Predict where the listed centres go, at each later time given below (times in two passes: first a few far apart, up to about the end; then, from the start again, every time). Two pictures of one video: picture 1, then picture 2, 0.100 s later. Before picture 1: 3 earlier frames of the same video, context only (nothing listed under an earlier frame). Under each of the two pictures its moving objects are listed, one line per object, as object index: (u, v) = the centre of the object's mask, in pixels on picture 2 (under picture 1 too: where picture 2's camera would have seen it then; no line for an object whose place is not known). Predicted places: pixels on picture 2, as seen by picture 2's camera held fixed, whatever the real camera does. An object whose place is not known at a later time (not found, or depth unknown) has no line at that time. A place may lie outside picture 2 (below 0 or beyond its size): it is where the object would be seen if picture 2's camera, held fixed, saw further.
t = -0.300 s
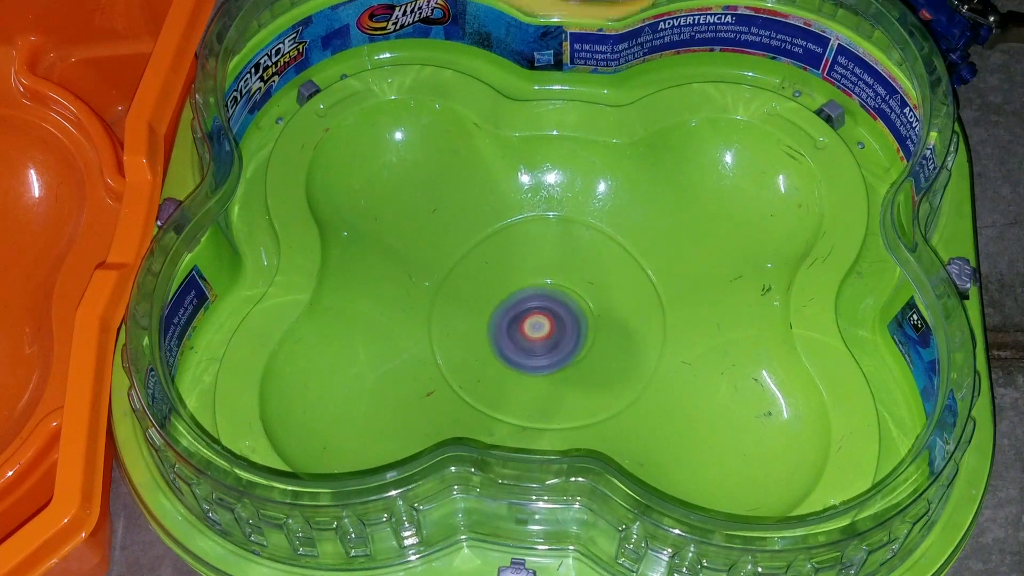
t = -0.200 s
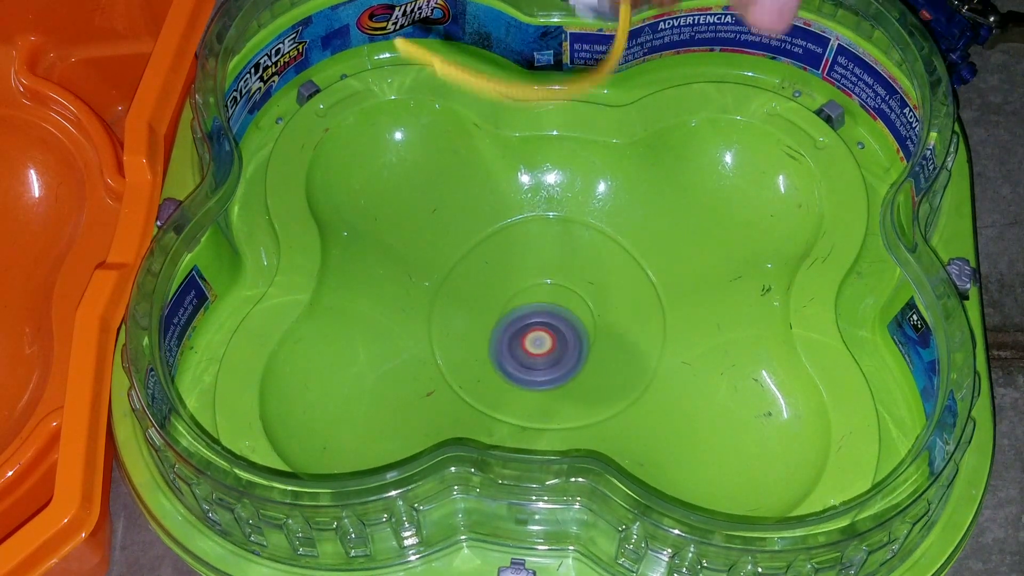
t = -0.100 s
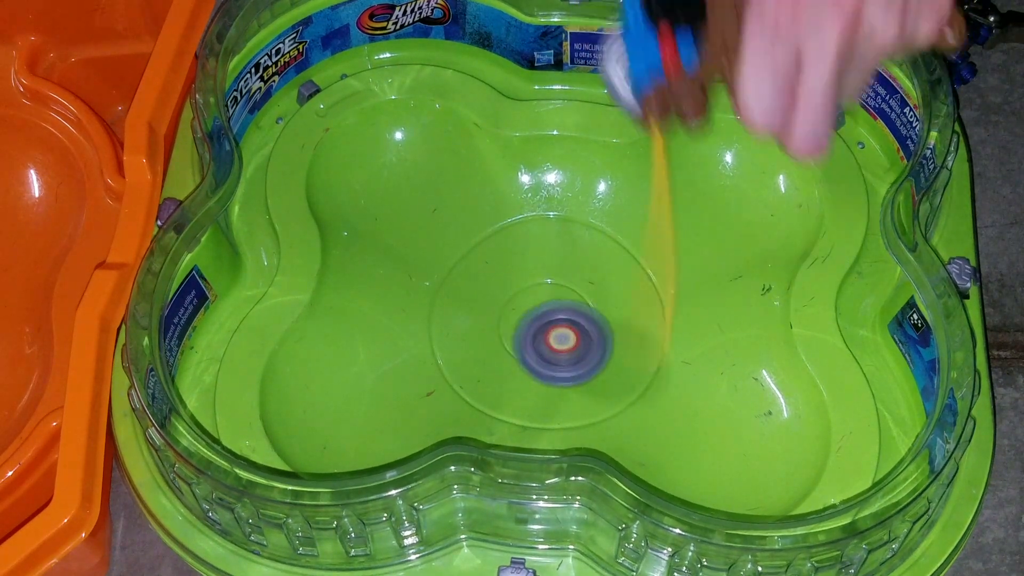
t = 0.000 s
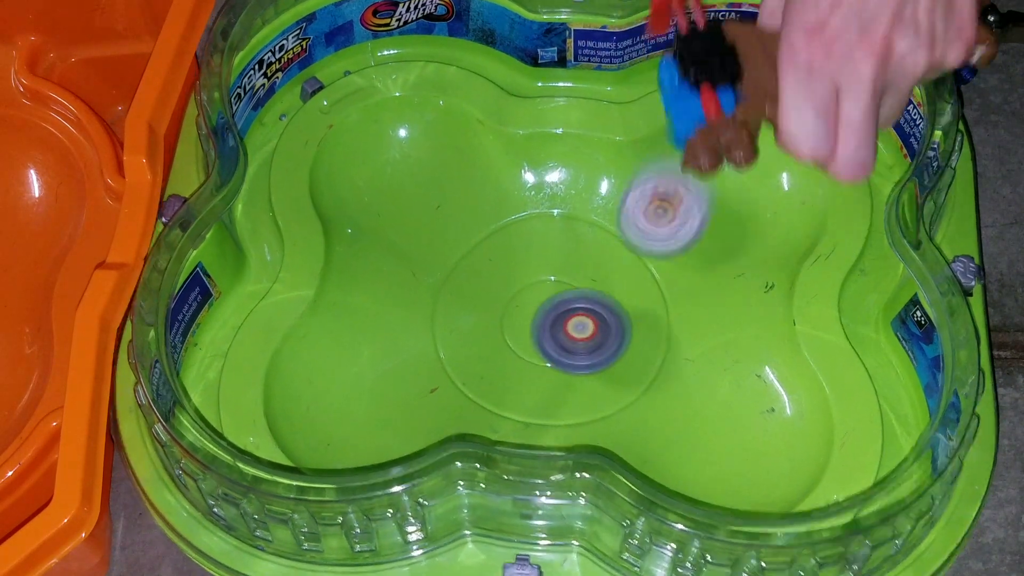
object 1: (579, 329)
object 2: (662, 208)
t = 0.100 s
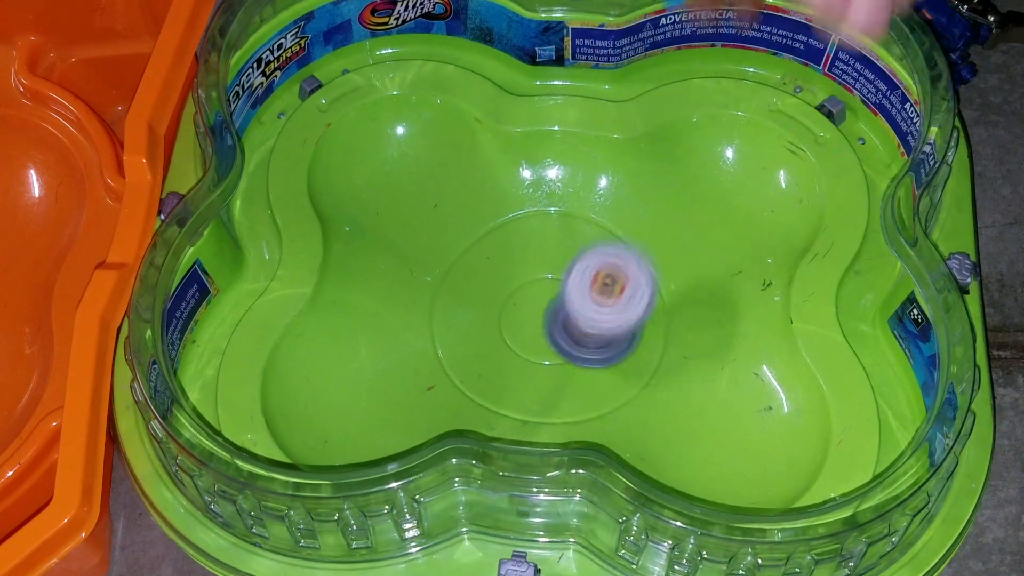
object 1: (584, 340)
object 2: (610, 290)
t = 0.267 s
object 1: (706, 267)
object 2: (274, 452)
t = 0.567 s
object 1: (700, 200)
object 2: (534, 254)
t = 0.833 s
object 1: (857, 141)
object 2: (364, 169)
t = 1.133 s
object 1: (810, 109)
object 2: (492, 221)
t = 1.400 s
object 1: (644, 237)
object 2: (529, 214)
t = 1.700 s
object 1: (619, 379)
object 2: (486, 242)
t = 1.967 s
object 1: (635, 368)
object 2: (561, 308)
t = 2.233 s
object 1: (688, 415)
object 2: (599, 291)
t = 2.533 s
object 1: (672, 401)
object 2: (635, 278)
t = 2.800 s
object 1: (640, 350)
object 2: (652, 256)
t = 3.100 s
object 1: (554, 326)
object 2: (604, 224)
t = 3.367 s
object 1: (375, 395)
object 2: (557, 215)
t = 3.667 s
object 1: (351, 381)
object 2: (558, 326)
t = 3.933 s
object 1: (364, 372)
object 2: (631, 346)
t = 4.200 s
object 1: (412, 365)
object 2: (644, 367)
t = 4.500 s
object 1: (518, 343)
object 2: (637, 379)
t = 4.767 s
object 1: (538, 296)
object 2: (727, 408)
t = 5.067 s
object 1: (582, 307)
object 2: (700, 411)
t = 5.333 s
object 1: (581, 328)
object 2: (699, 425)
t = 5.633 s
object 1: (572, 330)
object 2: (687, 403)
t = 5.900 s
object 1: (513, 312)
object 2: (638, 345)
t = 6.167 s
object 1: (465, 295)
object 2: (566, 282)
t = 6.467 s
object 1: (438, 303)
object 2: (531, 255)
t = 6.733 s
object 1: (468, 340)
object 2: (511, 268)
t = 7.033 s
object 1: (458, 354)
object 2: (573, 244)
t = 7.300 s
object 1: (503, 352)
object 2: (585, 286)
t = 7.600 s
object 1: (443, 357)
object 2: (681, 312)
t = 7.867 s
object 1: (357, 364)
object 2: (686, 310)
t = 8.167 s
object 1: (391, 363)
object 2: (581, 337)
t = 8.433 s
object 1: (411, 370)
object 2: (512, 329)
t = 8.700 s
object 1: (385, 374)
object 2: (552, 270)
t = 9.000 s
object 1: (397, 377)
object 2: (590, 238)
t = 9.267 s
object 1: (418, 378)
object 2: (634, 281)
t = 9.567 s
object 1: (424, 375)
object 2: (649, 338)
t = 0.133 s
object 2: (587, 323)
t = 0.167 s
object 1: (631, 298)
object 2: (506, 358)
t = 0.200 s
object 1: (665, 289)
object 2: (427, 400)
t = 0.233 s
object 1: (690, 279)
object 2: (346, 435)
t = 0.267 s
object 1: (706, 267)
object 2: (274, 452)
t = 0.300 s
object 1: (716, 251)
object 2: (248, 432)
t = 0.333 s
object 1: (721, 232)
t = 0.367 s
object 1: (722, 218)
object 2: (285, 358)
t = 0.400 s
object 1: (723, 204)
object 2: (315, 322)
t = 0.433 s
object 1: (723, 193)
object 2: (356, 294)
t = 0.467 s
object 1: (719, 188)
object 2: (397, 277)
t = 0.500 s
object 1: (713, 188)
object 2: (444, 267)
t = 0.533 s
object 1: (706, 193)
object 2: (493, 262)
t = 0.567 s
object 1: (700, 200)
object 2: (534, 254)
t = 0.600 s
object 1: (693, 206)
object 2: (568, 250)
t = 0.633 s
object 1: (687, 213)
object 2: (594, 242)
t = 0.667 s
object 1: (751, 227)
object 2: (546, 223)
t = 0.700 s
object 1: (786, 199)
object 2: (494, 207)
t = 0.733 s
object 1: (810, 170)
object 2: (449, 196)
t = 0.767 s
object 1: (832, 151)
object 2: (410, 185)
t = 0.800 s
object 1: (848, 144)
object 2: (381, 175)
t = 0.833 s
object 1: (857, 141)
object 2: (364, 169)
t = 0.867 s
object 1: (863, 135)
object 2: (362, 172)
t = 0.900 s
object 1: (863, 129)
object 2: (374, 183)
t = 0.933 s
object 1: (862, 123)
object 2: (397, 197)
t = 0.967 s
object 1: (855, 123)
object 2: (424, 206)
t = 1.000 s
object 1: (845, 123)
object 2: (448, 210)
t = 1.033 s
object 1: (831, 121)
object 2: (466, 213)
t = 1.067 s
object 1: (820, 115)
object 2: (480, 215)
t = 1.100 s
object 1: (816, 110)
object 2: (488, 218)
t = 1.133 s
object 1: (810, 109)
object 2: (492, 221)
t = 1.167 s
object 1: (798, 110)
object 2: (498, 220)
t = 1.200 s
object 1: (781, 116)
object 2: (503, 216)
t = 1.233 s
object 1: (761, 130)
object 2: (510, 209)
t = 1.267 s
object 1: (733, 146)
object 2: (512, 210)
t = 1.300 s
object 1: (702, 175)
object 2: (518, 208)
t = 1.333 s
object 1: (680, 194)
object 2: (526, 202)
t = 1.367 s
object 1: (661, 215)
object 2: (529, 207)
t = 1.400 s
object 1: (644, 237)
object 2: (529, 214)
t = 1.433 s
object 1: (630, 256)
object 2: (527, 223)
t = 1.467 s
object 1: (619, 272)
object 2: (525, 233)
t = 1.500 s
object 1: (610, 284)
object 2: (526, 242)
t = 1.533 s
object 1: (617, 307)
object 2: (512, 235)
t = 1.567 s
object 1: (622, 330)
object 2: (500, 230)
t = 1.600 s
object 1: (620, 348)
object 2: (492, 229)
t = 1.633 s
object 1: (619, 362)
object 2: (487, 231)
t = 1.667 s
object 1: (618, 371)
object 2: (485, 236)
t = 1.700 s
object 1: (619, 379)
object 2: (486, 242)
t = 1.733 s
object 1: (619, 379)
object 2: (490, 248)
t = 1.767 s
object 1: (620, 375)
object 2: (495, 256)
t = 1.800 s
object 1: (622, 368)
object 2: (502, 264)
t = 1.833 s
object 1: (625, 363)
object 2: (511, 274)
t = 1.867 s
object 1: (628, 361)
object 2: (523, 281)
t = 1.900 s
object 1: (630, 362)
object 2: (534, 289)
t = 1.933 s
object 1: (632, 366)
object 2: (546, 299)
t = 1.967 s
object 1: (635, 368)
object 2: (561, 308)
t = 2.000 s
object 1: (646, 380)
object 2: (565, 303)
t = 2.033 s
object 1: (657, 390)
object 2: (570, 296)
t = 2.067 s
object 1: (664, 400)
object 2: (576, 293)
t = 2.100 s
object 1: (668, 408)
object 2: (581, 291)
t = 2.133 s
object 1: (675, 412)
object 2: (585, 291)
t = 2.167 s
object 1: (681, 415)
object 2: (590, 291)
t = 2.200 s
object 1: (687, 416)
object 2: (596, 293)
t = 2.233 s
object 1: (688, 415)
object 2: (599, 291)
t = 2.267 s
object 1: (687, 415)
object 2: (603, 288)
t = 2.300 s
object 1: (685, 414)
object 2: (606, 288)
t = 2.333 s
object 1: (683, 414)
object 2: (611, 287)
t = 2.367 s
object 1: (681, 412)
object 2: (615, 286)
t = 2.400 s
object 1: (679, 411)
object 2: (619, 285)
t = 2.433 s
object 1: (677, 410)
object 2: (624, 284)
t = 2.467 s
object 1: (675, 407)
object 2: (627, 282)
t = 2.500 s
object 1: (673, 405)
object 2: (632, 280)
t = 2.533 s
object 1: (672, 401)
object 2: (635, 278)
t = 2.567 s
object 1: (669, 397)
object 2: (639, 276)
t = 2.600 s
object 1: (667, 391)
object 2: (642, 275)
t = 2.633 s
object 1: (664, 385)
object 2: (644, 273)
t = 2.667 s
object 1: (659, 377)
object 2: (646, 271)
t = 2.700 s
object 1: (656, 370)
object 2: (647, 269)
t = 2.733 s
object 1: (651, 360)
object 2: (648, 267)
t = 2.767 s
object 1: (648, 352)
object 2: (649, 265)
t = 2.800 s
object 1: (640, 350)
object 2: (652, 256)
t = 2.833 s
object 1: (634, 343)
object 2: (650, 249)
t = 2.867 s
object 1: (628, 335)
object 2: (645, 245)
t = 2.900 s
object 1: (622, 328)
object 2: (643, 246)
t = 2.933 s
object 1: (607, 338)
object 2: (648, 228)
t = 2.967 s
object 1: (592, 344)
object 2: (649, 215)
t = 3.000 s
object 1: (578, 344)
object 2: (645, 209)
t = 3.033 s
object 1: (569, 339)
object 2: (634, 210)
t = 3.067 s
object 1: (561, 333)
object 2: (619, 217)
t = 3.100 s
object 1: (554, 326)
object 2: (604, 224)
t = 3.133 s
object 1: (548, 319)
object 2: (588, 230)
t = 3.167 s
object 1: (539, 318)
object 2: (573, 232)
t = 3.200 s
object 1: (496, 354)
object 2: (589, 194)
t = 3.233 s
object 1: (464, 377)
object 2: (593, 173)
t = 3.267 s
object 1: (434, 392)
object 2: (591, 169)
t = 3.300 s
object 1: (410, 400)
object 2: (587, 178)
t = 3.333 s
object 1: (390, 401)
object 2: (572, 195)
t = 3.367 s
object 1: (375, 395)
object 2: (557, 215)
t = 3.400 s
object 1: (365, 389)
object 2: (543, 232)
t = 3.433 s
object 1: (360, 385)
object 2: (533, 248)
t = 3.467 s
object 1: (356, 383)
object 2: (526, 262)
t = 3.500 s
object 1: (353, 383)
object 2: (523, 275)
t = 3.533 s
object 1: (351, 382)
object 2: (524, 285)
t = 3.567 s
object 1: (351, 382)
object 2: (528, 295)
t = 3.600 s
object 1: (350, 382)
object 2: (536, 307)
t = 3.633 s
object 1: (350, 381)
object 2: (546, 318)
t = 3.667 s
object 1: (351, 381)
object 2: (558, 326)
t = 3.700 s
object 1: (352, 380)
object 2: (571, 332)
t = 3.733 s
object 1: (354, 379)
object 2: (584, 337)
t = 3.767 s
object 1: (356, 378)
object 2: (597, 338)
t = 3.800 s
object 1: (358, 377)
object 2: (608, 339)
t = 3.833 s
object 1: (359, 376)
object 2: (617, 340)
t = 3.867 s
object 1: (360, 375)
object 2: (623, 343)
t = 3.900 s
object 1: (362, 373)
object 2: (627, 344)
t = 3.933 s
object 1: (364, 372)
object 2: (631, 346)
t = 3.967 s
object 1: (367, 370)
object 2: (634, 347)
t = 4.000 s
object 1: (371, 369)
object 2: (637, 349)
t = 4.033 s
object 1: (376, 367)
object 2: (639, 350)
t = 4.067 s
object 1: (382, 367)
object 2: (640, 353)
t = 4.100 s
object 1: (389, 366)
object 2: (642, 355)
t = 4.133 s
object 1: (396, 365)
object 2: (643, 357)
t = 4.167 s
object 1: (403, 365)
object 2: (644, 361)
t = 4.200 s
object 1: (412, 365)
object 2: (644, 367)
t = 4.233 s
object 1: (420, 365)
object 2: (644, 373)
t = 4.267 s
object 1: (430, 364)
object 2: (645, 373)
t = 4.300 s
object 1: (441, 361)
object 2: (647, 369)
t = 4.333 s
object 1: (453, 358)
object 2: (649, 365)
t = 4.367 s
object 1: (464, 354)
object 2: (650, 359)
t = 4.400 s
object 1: (477, 350)
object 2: (648, 358)
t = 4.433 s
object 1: (489, 348)
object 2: (644, 364)
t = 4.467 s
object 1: (503, 345)
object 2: (640, 372)
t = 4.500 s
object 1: (518, 343)
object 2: (637, 379)
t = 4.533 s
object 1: (532, 341)
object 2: (637, 380)
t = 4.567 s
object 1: (546, 339)
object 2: (642, 377)
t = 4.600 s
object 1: (539, 325)
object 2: (674, 388)
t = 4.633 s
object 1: (532, 311)
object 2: (704, 400)
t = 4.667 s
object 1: (529, 301)
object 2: (722, 408)
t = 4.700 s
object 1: (530, 296)
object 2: (730, 411)
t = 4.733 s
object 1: (534, 295)
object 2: (730, 411)
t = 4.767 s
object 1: (538, 296)
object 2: (727, 408)
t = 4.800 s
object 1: (544, 297)
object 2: (723, 406)
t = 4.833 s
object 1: (550, 298)
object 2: (719, 404)
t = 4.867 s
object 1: (556, 299)
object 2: (714, 403)
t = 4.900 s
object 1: (561, 301)
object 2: (710, 403)
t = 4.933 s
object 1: (566, 302)
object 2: (706, 404)
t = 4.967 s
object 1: (570, 303)
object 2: (704, 405)
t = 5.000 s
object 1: (574, 304)
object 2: (702, 407)
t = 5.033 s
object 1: (578, 306)
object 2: (701, 409)
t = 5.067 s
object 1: (582, 307)
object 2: (700, 411)
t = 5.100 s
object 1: (584, 309)
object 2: (699, 414)
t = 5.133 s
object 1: (588, 310)
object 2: (699, 416)
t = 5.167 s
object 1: (591, 314)
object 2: (698, 418)
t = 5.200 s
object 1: (590, 318)
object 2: (698, 419)
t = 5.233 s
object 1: (585, 317)
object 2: (699, 421)
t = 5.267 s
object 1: (583, 319)
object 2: (699, 422)
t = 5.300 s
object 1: (583, 324)
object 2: (699, 424)
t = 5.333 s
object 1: (581, 328)
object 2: (699, 425)
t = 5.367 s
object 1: (577, 328)
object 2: (699, 425)
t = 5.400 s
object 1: (576, 328)
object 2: (699, 425)
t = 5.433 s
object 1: (576, 330)
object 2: (699, 425)
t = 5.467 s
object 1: (574, 329)
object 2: (698, 423)
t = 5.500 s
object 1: (574, 331)
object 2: (697, 421)
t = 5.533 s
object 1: (573, 329)
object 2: (696, 418)
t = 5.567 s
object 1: (572, 329)
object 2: (694, 414)
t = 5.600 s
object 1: (573, 330)
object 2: (691, 409)
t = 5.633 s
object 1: (572, 330)
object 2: (687, 403)
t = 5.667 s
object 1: (573, 331)
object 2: (683, 396)
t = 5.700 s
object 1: (571, 331)
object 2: (678, 388)
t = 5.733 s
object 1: (569, 333)
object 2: (671, 380)
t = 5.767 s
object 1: (567, 333)
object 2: (663, 370)
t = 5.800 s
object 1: (558, 329)
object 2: (658, 361)
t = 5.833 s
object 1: (540, 323)
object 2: (656, 354)
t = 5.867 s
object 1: (525, 316)
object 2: (650, 350)
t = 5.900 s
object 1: (513, 312)
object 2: (638, 345)
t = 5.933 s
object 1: (504, 308)
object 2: (625, 338)
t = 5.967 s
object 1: (497, 305)
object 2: (612, 330)
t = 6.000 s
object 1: (493, 303)
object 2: (601, 321)
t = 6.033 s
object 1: (489, 301)
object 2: (591, 312)
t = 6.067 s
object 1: (485, 300)
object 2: (583, 304)
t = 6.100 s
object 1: (478, 298)
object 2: (578, 297)
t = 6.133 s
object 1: (472, 296)
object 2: (571, 289)
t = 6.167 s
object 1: (465, 295)
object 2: (566, 282)
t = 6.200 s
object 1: (445, 293)
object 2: (574, 274)
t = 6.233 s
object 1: (428, 292)
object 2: (577, 268)
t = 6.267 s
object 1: (418, 290)
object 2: (574, 264)
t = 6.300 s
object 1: (412, 289)
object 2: (566, 260)
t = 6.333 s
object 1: (410, 289)
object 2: (558, 256)
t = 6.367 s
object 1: (414, 290)
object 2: (550, 254)
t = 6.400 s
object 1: (421, 293)
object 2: (543, 254)
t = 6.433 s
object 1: (430, 298)
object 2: (537, 254)
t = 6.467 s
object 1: (438, 303)
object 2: (531, 255)
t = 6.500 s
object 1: (447, 309)
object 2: (526, 256)
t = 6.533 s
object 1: (455, 316)
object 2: (522, 257)
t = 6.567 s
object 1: (462, 325)
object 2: (518, 259)
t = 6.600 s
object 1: (467, 332)
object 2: (515, 260)
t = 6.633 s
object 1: (469, 337)
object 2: (513, 262)
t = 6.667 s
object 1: (469, 339)
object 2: (511, 264)
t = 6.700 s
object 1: (469, 339)
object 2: (510, 266)
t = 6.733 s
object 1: (468, 340)
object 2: (511, 268)
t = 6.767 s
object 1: (450, 354)
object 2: (534, 254)
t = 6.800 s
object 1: (440, 362)
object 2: (552, 245)
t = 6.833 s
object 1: (435, 365)
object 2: (564, 241)
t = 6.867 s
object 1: (435, 363)
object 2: (571, 239)
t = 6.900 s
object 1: (440, 362)
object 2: (572, 240)
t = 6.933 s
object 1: (445, 360)
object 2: (572, 240)
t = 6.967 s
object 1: (451, 359)
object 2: (572, 240)
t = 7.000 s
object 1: (456, 358)
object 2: (573, 242)
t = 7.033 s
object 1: (458, 354)
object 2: (573, 244)
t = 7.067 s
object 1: (462, 354)
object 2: (574, 248)
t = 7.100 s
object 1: (468, 354)
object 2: (575, 251)
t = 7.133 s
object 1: (475, 353)
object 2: (576, 256)
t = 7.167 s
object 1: (480, 352)
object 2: (577, 261)
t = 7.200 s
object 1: (485, 351)
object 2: (580, 268)
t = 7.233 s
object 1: (490, 352)
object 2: (582, 274)
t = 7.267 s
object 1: (496, 352)
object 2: (582, 280)
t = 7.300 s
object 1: (503, 352)
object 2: (585, 286)
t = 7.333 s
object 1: (509, 351)
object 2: (591, 293)
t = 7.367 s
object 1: (515, 351)
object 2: (597, 301)
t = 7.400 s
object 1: (520, 352)
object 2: (600, 305)
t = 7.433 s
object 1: (527, 353)
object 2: (603, 308)
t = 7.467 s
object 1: (531, 354)
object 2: (606, 310)
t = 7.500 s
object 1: (532, 354)
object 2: (610, 312)
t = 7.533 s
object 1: (522, 353)
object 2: (620, 315)
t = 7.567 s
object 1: (478, 361)
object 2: (657, 313)
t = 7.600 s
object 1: (443, 357)
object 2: (681, 312)
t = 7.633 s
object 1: (415, 353)
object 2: (696, 309)
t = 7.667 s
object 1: (395, 350)
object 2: (701, 307)
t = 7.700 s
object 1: (381, 351)
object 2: (702, 306)
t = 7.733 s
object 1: (371, 355)
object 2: (702, 306)
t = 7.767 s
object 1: (364, 359)
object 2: (700, 307)
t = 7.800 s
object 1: (358, 362)
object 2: (698, 308)
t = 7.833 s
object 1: (357, 364)
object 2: (692, 309)
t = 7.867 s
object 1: (357, 364)
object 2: (686, 310)
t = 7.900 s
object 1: (361, 365)
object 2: (677, 312)
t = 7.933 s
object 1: (368, 363)
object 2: (666, 315)
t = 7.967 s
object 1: (375, 362)
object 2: (655, 317)
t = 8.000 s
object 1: (382, 362)
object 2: (642, 321)
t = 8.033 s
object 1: (386, 363)
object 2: (628, 324)
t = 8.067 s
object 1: (389, 365)
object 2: (616, 327)
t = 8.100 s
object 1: (389, 364)
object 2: (603, 331)
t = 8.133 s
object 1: (389, 365)
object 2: (592, 334)
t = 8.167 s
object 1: (391, 363)
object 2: (581, 337)
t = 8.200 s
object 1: (390, 365)
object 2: (572, 336)
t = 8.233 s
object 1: (393, 365)
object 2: (562, 340)
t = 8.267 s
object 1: (393, 364)
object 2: (550, 342)
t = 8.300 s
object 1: (397, 366)
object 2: (540, 341)
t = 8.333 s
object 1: (399, 365)
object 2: (532, 338)
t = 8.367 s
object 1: (403, 368)
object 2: (522, 335)
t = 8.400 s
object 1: (408, 368)
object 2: (517, 332)
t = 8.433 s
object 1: (411, 370)
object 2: (512, 329)
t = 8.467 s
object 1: (416, 370)
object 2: (504, 326)
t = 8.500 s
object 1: (421, 369)
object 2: (496, 322)
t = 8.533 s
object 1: (409, 375)
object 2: (505, 312)
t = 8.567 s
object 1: (390, 379)
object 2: (522, 301)
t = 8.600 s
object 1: (381, 379)
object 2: (536, 291)
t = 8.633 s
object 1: (379, 376)
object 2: (544, 285)
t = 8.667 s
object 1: (383, 374)
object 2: (548, 278)
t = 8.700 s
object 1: (385, 374)
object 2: (552, 270)
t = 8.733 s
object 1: (387, 374)
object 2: (556, 263)
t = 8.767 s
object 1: (387, 373)
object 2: (559, 257)
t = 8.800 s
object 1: (389, 373)
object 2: (563, 251)
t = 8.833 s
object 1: (391, 373)
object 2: (568, 245)
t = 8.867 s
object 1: (394, 375)
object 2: (572, 241)
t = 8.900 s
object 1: (393, 376)
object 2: (578, 237)
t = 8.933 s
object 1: (394, 376)
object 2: (581, 235)
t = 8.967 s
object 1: (395, 377)
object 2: (586, 236)
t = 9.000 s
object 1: (397, 377)
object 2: (590, 238)
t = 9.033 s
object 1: (398, 377)
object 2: (594, 241)
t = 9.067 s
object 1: (401, 376)
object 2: (599, 245)
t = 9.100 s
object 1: (404, 377)
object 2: (604, 251)
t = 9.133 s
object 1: (408, 377)
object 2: (610, 257)
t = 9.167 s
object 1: (409, 378)
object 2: (616, 263)
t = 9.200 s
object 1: (413, 377)
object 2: (622, 270)
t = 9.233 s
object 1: (414, 378)
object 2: (628, 275)
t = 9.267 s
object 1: (418, 378)
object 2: (634, 281)
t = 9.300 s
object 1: (420, 379)
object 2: (640, 284)
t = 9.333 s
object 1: (423, 378)
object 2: (647, 289)
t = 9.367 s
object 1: (423, 378)
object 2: (652, 291)
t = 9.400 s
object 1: (424, 377)
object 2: (657, 296)
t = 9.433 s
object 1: (423, 377)
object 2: (660, 303)
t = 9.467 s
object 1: (423, 376)
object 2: (661, 312)
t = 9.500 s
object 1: (424, 376)
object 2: (660, 320)
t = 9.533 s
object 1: (424, 374)
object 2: (655, 330)
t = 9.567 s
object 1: (424, 375)
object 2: (649, 338)
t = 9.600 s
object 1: (424, 372)
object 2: (641, 343)
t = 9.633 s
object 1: (428, 370)
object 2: (634, 349)
